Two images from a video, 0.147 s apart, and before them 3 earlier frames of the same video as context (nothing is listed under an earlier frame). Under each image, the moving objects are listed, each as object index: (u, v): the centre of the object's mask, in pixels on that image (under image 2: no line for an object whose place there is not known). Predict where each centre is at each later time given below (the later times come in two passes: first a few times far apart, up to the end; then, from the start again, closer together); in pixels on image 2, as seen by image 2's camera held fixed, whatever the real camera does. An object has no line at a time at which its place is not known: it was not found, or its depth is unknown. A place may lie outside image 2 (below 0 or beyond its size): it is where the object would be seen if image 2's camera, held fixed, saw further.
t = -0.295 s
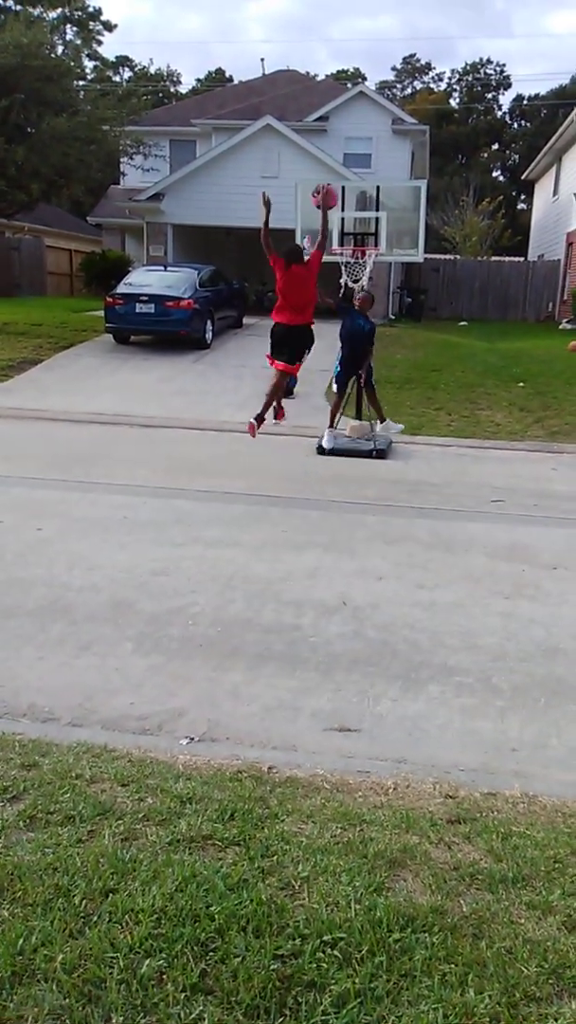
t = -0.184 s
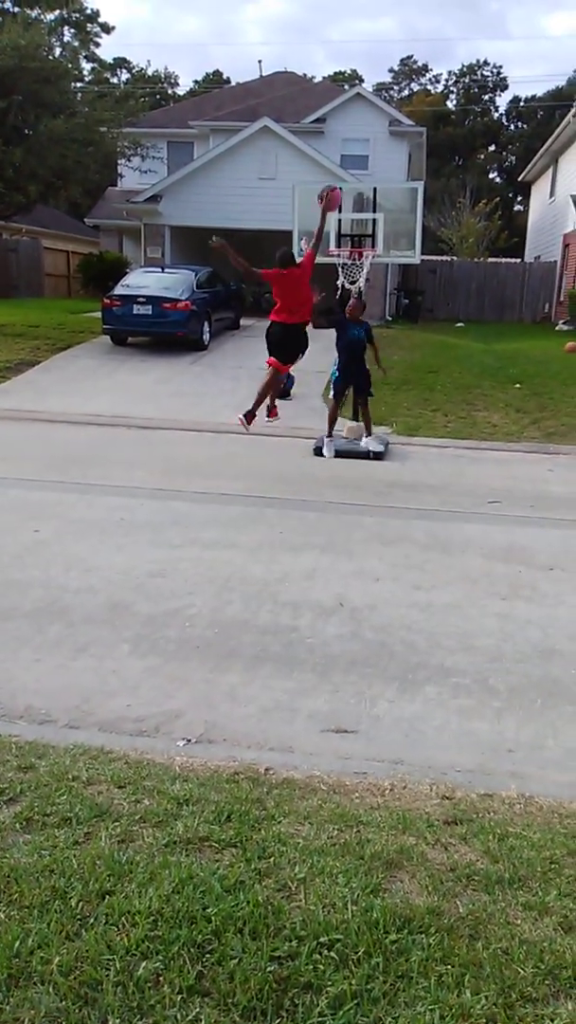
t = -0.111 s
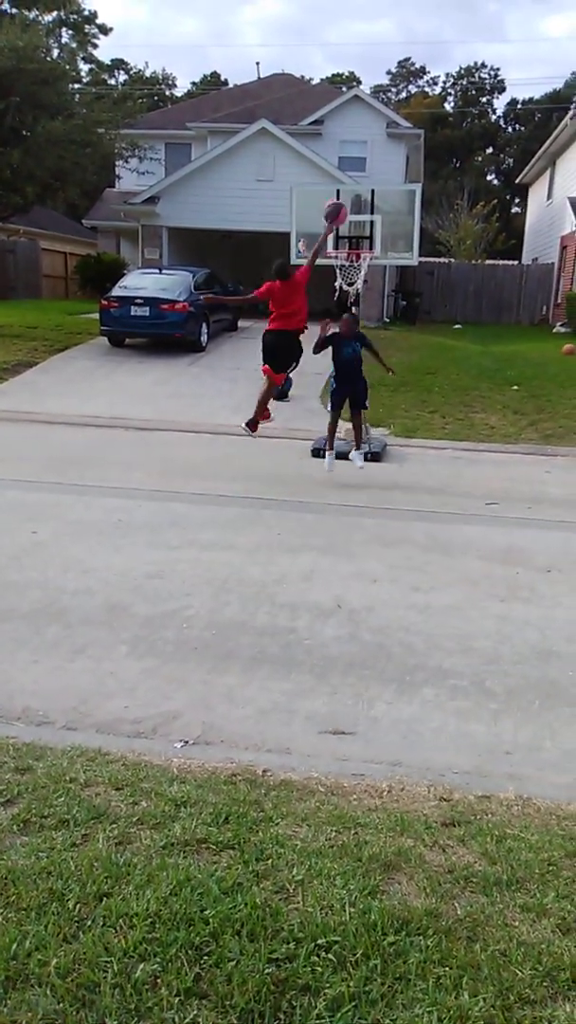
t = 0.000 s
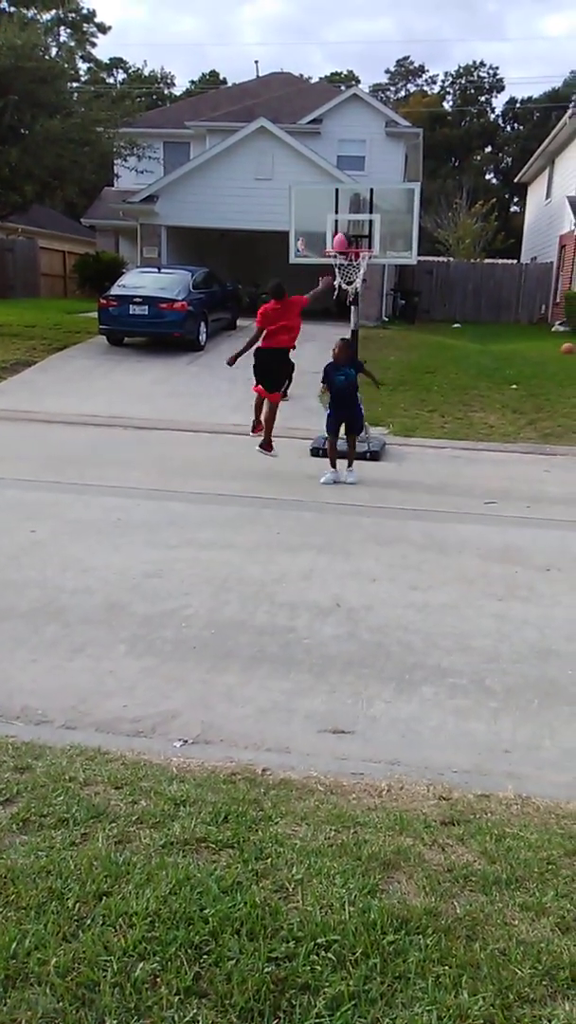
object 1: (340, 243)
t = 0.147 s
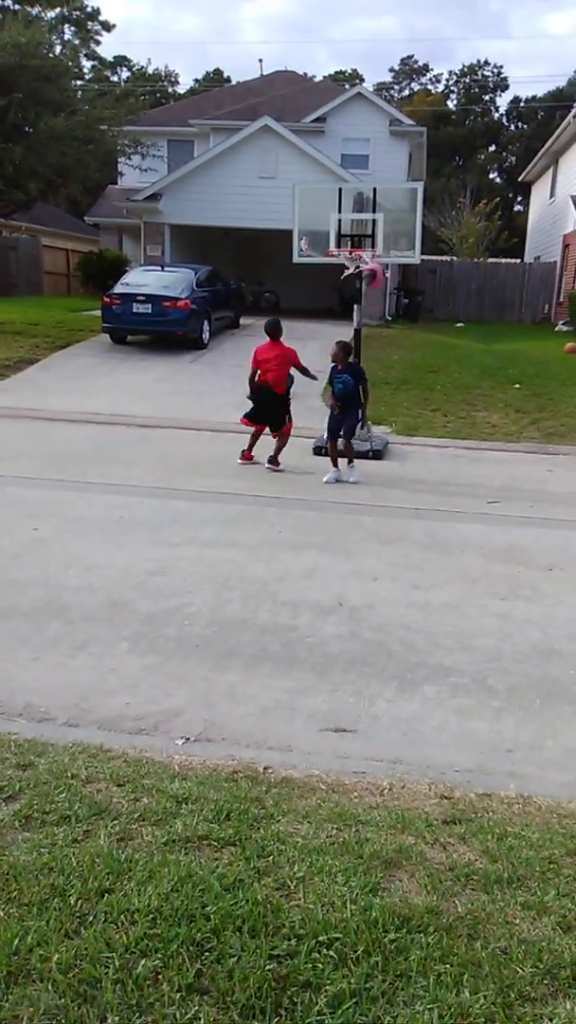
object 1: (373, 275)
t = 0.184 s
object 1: (379, 284)
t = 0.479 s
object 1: (427, 417)
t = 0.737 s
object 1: (468, 413)
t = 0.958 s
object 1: (502, 334)
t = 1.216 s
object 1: (541, 313)
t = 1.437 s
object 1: (568, 375)
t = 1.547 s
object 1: (581, 434)
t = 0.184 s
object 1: (379, 284)
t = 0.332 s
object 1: (403, 338)
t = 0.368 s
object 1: (409, 356)
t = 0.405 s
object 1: (416, 375)
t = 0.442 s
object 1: (422, 396)
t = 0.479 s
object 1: (427, 417)
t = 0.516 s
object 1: (433, 442)
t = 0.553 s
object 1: (438, 468)
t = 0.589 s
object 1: (444, 485)
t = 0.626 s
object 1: (450, 466)
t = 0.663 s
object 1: (456, 447)
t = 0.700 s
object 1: (462, 428)
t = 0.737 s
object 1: (468, 413)
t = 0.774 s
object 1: (474, 397)
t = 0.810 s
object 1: (479, 381)
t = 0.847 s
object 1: (485, 367)
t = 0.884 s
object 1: (491, 355)
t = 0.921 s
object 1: (497, 344)
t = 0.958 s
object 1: (502, 334)
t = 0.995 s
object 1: (508, 326)
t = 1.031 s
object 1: (514, 320)
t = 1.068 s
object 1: (520, 315)
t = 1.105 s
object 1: (524, 313)
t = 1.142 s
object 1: (530, 310)
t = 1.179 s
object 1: (535, 311)
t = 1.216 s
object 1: (541, 313)
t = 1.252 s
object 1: (546, 318)
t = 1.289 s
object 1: (550, 325)
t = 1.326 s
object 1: (556, 334)
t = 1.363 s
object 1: (560, 345)
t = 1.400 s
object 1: (565, 359)
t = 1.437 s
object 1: (568, 375)
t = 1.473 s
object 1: (573, 393)
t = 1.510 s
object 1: (577, 413)
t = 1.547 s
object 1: (581, 434)
